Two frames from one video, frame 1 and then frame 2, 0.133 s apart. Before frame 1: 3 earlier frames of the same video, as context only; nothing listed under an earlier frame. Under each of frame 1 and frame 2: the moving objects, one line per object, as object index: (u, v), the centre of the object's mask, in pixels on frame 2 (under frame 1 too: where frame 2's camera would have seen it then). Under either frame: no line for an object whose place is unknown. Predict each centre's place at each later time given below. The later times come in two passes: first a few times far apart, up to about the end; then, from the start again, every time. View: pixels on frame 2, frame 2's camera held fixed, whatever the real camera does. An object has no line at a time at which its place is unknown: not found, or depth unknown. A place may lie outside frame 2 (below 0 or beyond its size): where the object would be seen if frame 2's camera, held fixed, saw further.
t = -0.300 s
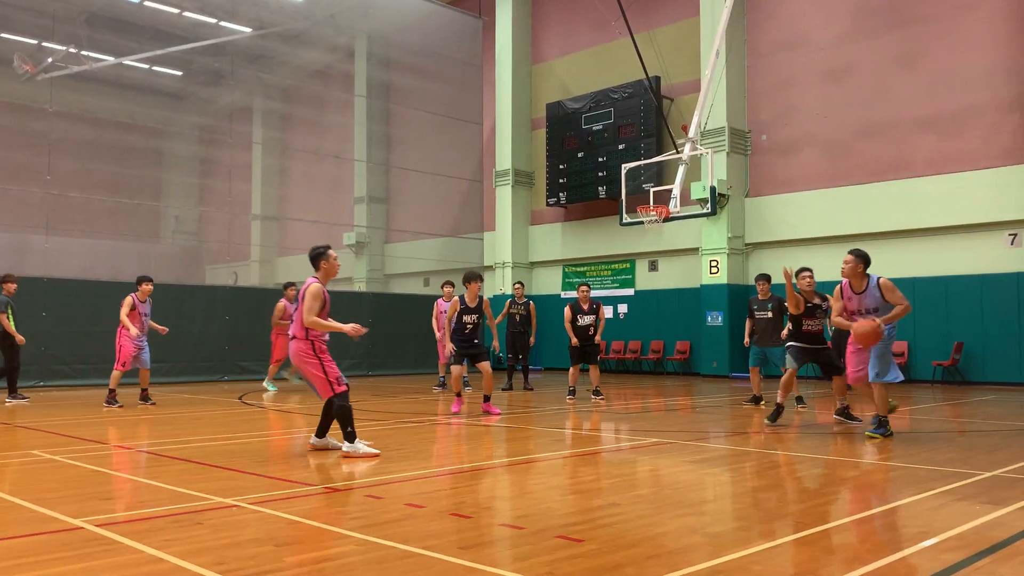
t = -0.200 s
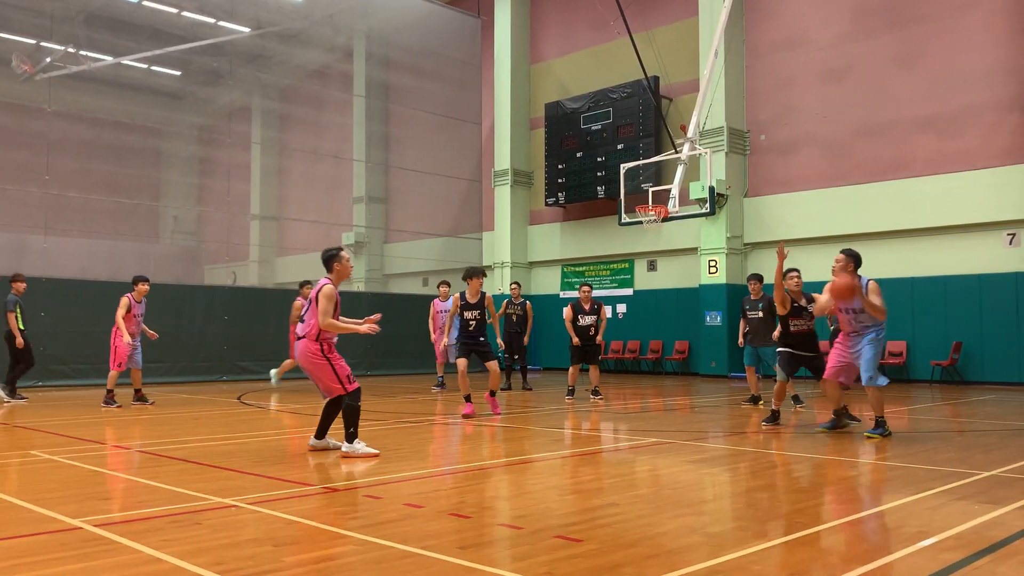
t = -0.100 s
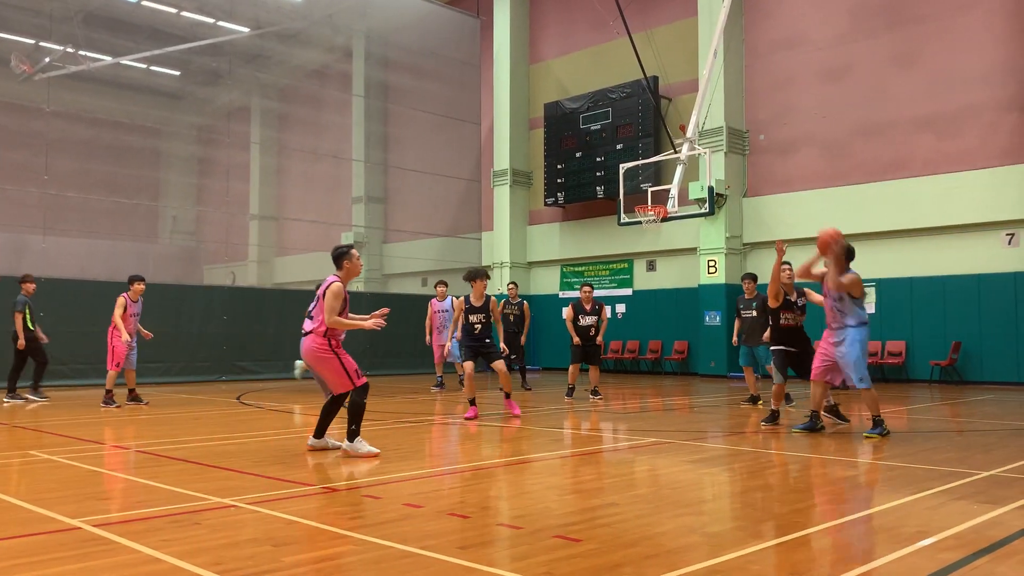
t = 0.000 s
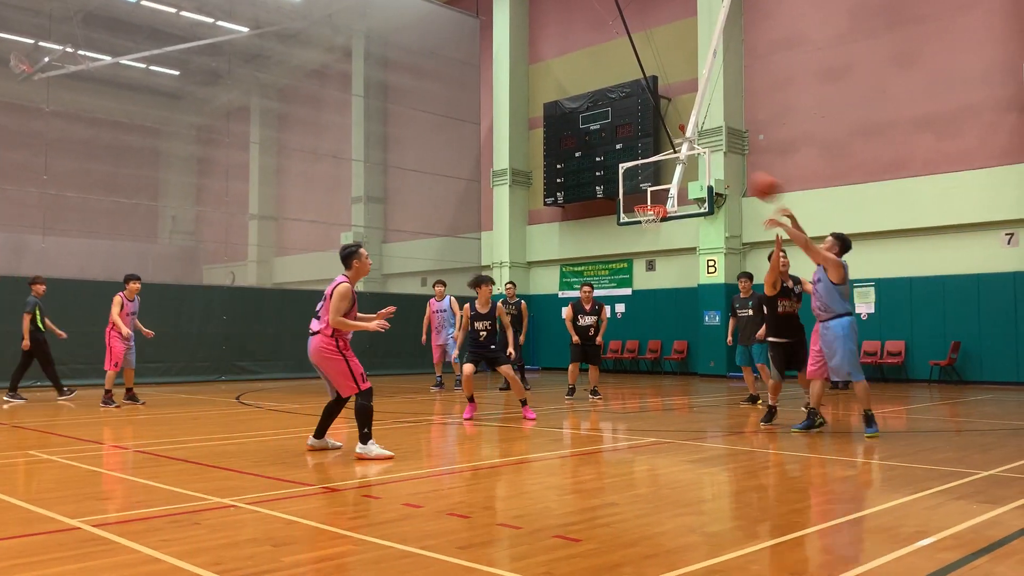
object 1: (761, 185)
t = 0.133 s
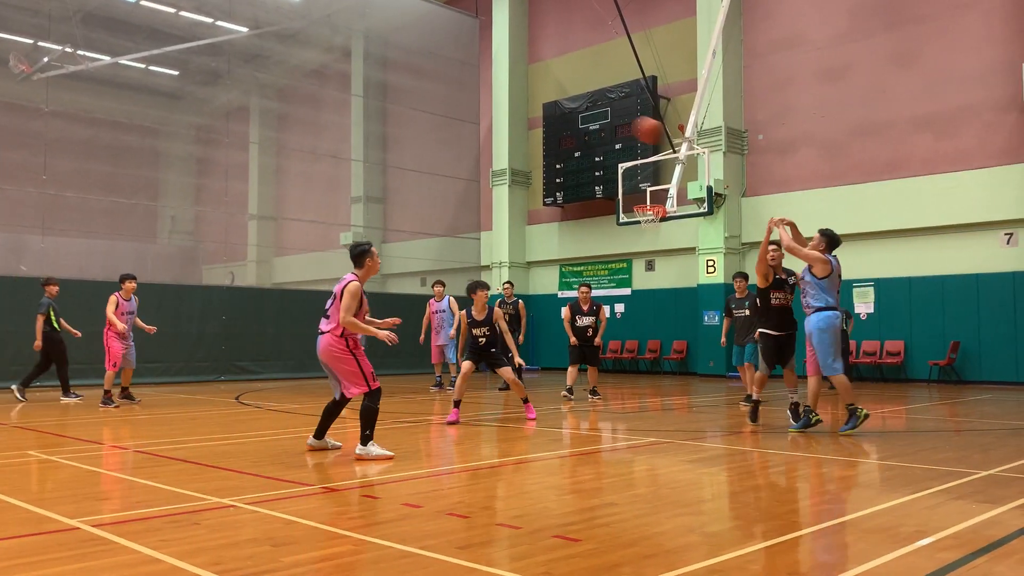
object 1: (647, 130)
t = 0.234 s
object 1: (573, 103)
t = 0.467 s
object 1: (422, 79)
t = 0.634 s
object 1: (332, 92)
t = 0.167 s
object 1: (622, 119)
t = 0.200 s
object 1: (596, 110)
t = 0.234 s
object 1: (573, 103)
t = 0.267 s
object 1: (549, 96)
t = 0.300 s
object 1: (525, 91)
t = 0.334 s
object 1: (505, 87)
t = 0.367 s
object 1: (482, 83)
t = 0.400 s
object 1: (462, 81)
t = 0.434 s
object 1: (442, 80)
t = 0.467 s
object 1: (422, 79)
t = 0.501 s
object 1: (403, 80)
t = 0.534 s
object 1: (384, 82)
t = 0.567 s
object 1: (367, 84)
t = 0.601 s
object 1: (349, 88)
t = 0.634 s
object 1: (332, 92)
